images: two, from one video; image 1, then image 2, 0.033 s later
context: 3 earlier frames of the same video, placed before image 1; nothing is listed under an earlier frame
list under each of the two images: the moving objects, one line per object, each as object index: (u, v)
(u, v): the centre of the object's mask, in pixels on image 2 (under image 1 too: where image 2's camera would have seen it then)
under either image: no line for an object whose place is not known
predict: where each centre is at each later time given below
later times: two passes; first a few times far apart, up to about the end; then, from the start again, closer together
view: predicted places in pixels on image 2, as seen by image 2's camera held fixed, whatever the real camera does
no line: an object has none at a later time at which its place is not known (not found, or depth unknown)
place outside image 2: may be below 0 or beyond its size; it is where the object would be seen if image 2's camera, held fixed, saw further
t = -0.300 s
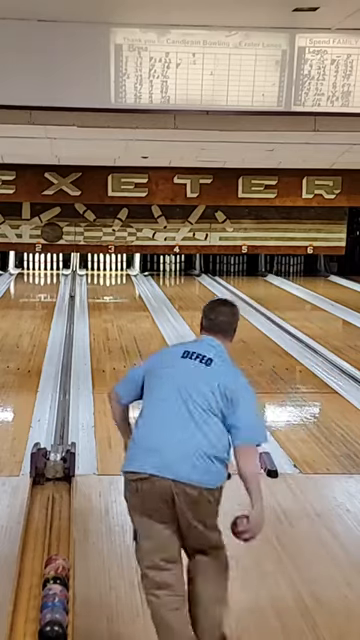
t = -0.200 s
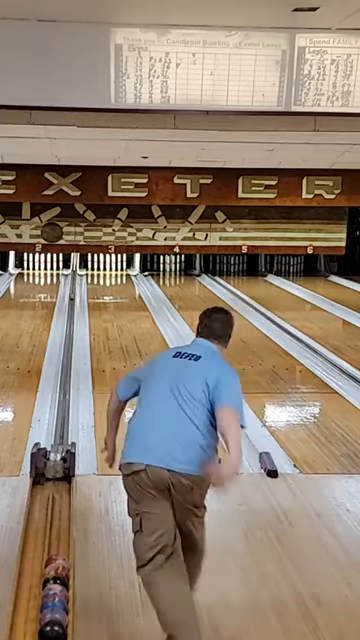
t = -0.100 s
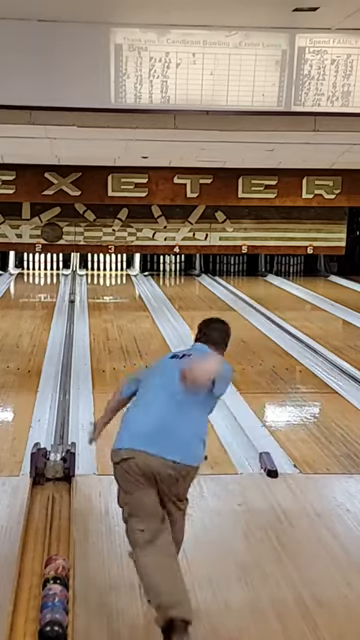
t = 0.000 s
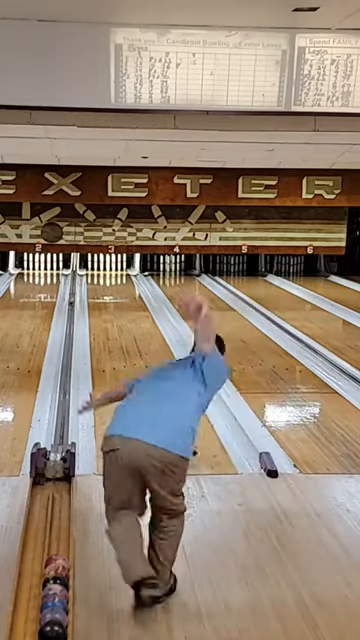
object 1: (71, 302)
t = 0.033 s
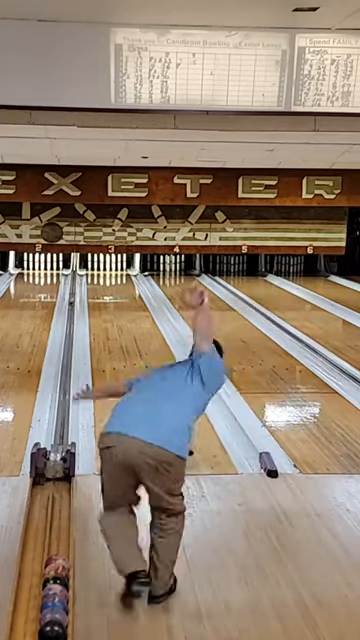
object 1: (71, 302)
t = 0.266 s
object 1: (71, 307)
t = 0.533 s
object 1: (71, 312)
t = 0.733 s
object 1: (70, 315)
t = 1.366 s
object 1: (69, 333)
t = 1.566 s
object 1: (68, 338)
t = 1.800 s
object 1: (67, 348)
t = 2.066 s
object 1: (66, 357)
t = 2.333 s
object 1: (65, 369)
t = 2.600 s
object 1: (65, 380)
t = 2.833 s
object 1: (64, 392)
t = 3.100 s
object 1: (63, 409)
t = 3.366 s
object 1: (60, 428)
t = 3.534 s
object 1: (60, 441)
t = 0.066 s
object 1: (72, 303)
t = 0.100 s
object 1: (71, 303)
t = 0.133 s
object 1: (71, 303)
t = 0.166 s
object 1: (72, 303)
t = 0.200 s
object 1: (71, 303)
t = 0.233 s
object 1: (71, 307)
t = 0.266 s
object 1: (71, 307)
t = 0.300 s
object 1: (71, 307)
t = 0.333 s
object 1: (71, 308)
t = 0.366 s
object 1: (71, 308)
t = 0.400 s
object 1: (71, 308)
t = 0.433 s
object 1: (71, 310)
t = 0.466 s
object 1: (71, 311)
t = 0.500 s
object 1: (71, 311)
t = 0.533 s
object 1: (71, 312)
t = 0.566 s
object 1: (70, 311)
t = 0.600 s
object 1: (71, 314)
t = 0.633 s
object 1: (70, 313)
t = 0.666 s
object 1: (70, 315)
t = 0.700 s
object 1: (70, 315)
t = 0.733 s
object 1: (70, 315)
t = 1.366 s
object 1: (69, 333)
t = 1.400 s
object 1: (69, 334)
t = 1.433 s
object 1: (69, 335)
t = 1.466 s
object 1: (68, 336)
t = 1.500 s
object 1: (68, 337)
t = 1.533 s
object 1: (69, 338)
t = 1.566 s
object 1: (68, 338)
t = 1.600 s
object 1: (68, 341)
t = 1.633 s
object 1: (68, 342)
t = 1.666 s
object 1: (68, 343)
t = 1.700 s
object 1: (68, 344)
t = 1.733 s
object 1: (68, 345)
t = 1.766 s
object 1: (68, 346)
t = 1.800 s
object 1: (67, 348)
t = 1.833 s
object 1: (67, 349)
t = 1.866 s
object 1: (67, 350)
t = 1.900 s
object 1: (67, 351)
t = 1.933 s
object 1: (67, 353)
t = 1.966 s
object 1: (67, 354)
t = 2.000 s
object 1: (67, 355)
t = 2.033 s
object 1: (67, 356)
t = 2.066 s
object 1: (66, 357)
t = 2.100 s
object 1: (66, 359)
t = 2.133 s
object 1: (66, 361)
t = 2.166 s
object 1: (66, 362)
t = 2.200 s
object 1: (66, 363)
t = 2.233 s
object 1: (66, 364)
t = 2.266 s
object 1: (66, 365)
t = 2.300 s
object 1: (66, 367)
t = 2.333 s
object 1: (65, 369)
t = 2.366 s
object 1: (65, 370)
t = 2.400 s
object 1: (65, 371)
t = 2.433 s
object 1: (65, 373)
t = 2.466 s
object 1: (65, 374)
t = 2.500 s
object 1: (64, 376)
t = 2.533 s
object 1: (65, 377)
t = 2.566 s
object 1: (66, 379)
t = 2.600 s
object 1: (65, 380)
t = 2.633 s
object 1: (65, 383)
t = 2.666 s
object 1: (64, 384)
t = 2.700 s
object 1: (64, 387)
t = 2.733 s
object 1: (64, 388)
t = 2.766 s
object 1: (64, 390)
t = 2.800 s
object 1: (64, 391)
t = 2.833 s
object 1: (64, 392)
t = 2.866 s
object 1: (64, 395)
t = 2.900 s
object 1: (64, 396)
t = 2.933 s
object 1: (63, 399)
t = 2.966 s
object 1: (63, 400)
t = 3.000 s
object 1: (63, 403)
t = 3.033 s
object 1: (63, 405)
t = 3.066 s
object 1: (62, 407)
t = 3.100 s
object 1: (63, 409)
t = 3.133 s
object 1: (62, 410)
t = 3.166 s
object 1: (62, 414)
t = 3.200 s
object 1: (62, 416)
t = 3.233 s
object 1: (62, 418)
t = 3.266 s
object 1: (61, 422)
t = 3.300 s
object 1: (61, 423)
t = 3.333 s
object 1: (61, 425)
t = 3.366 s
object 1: (60, 428)
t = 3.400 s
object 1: (60, 430)
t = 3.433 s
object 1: (61, 432)
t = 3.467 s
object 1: (61, 435)
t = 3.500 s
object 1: (60, 438)
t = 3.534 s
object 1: (60, 441)
